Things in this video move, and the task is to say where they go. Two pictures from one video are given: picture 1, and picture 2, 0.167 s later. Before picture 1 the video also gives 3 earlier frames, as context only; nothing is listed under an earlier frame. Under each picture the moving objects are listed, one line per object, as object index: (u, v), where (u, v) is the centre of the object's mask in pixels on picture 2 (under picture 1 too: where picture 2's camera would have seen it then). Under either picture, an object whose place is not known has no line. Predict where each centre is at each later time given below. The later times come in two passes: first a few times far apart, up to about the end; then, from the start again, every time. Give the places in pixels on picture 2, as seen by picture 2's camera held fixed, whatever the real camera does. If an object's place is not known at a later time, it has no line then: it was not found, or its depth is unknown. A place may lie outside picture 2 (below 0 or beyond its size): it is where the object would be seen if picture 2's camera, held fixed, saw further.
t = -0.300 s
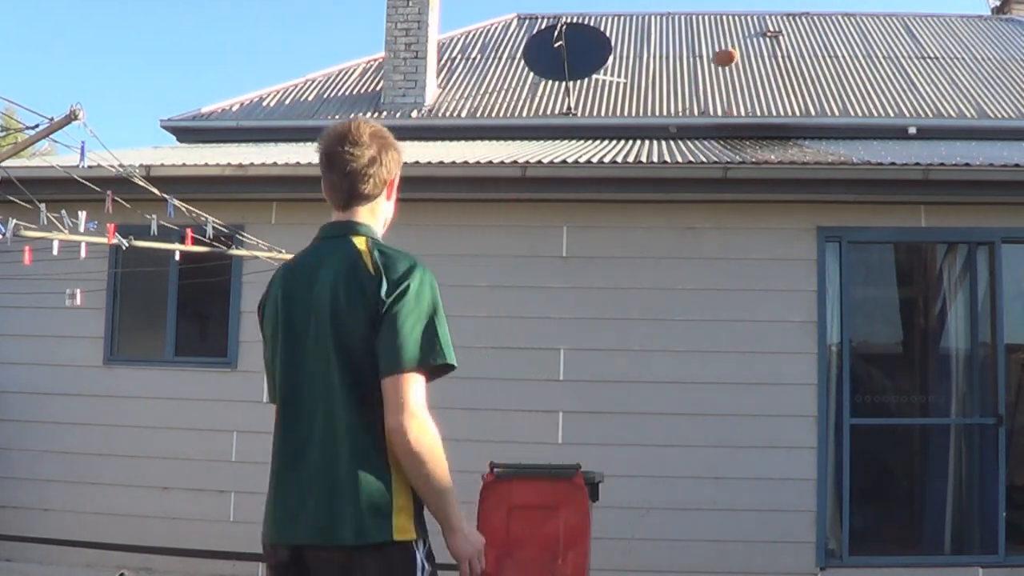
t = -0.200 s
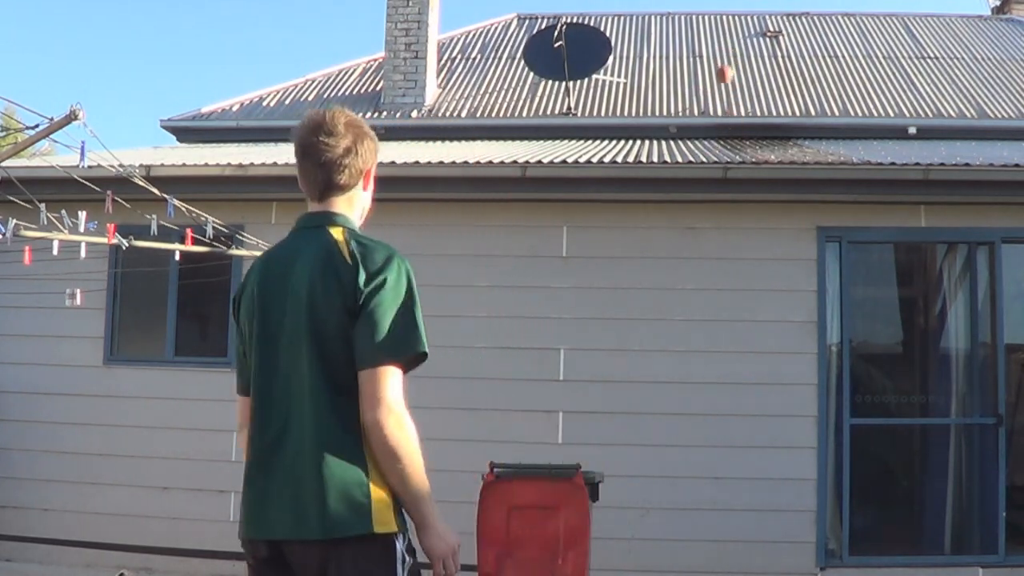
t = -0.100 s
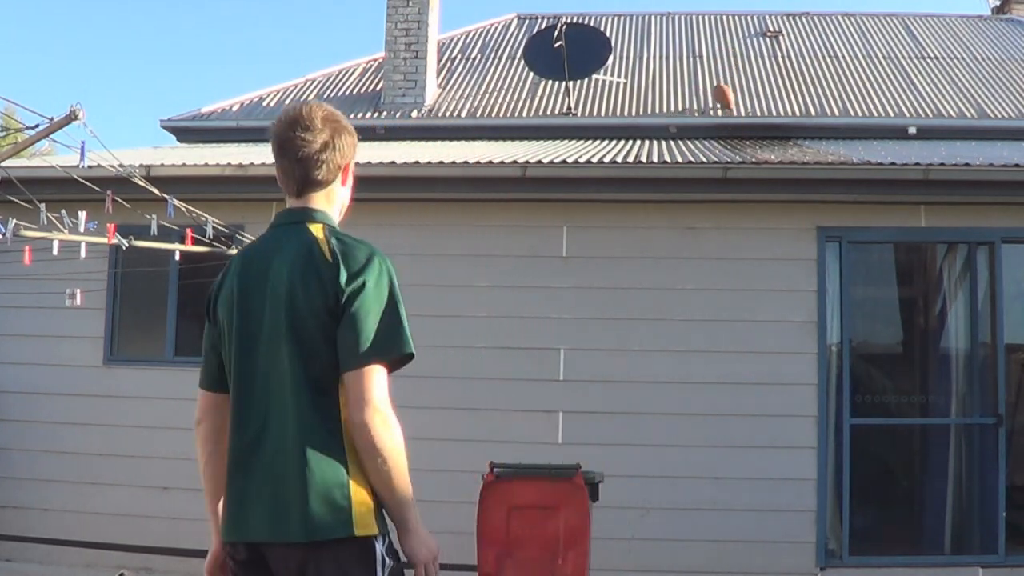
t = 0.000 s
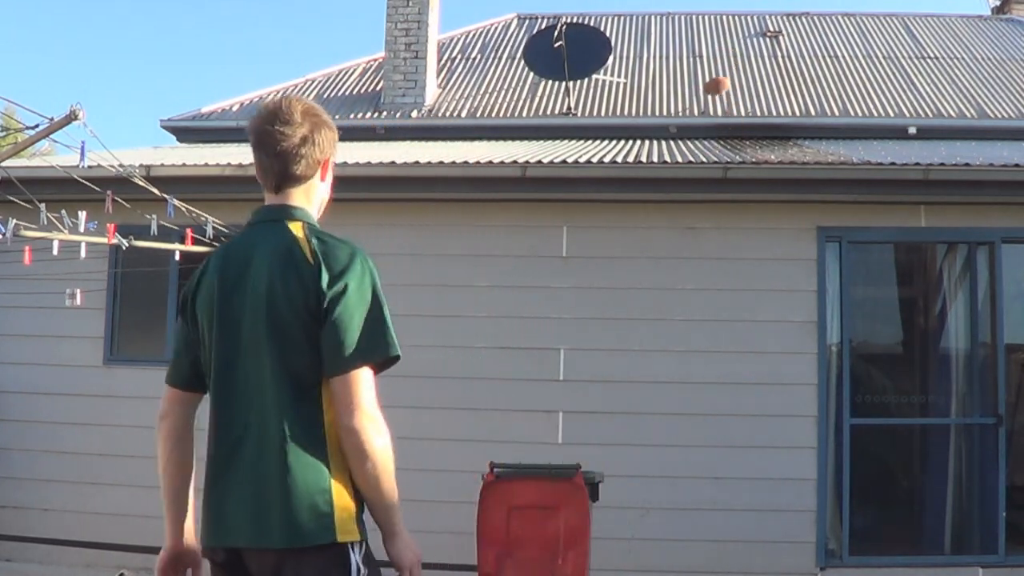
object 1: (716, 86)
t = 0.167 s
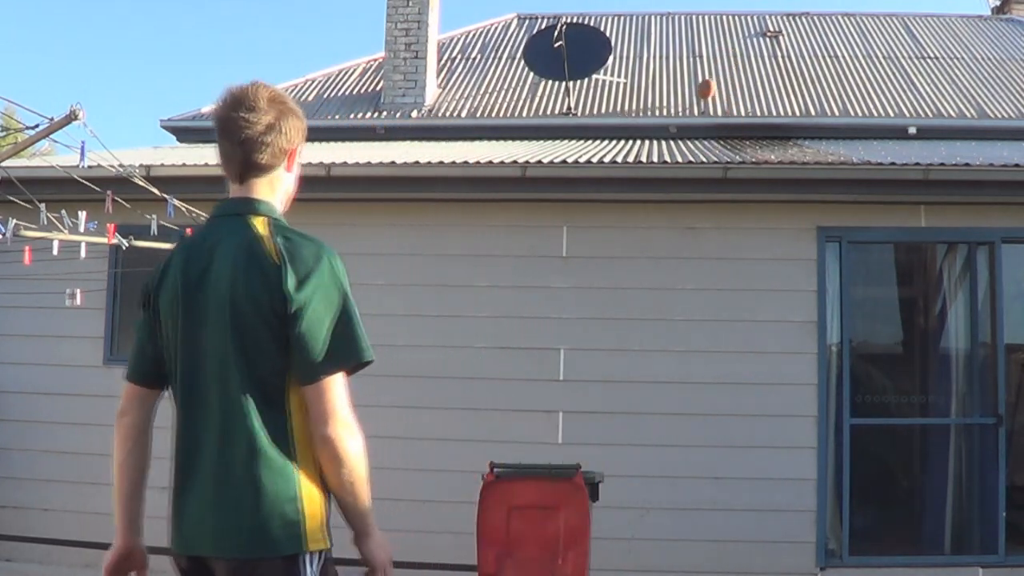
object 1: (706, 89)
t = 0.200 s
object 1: (704, 90)
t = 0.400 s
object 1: (693, 92)
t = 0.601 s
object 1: (678, 93)
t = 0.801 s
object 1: (664, 102)
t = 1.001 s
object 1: (657, 119)
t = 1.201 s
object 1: (667, 109)
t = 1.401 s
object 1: (678, 131)
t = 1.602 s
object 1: (682, 123)
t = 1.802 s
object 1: (686, 126)
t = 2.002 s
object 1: (691, 133)
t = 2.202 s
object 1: (692, 124)
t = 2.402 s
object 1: (696, 125)
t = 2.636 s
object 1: (706, 129)
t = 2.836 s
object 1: (697, 130)
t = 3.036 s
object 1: (691, 136)
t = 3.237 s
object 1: (670, 121)
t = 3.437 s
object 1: (648, 137)
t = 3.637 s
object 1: (625, 134)
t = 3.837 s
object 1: (597, 201)
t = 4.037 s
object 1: (563, 360)
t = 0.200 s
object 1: (704, 90)
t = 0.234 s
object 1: (701, 89)
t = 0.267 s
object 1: (700, 87)
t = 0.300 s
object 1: (698, 87)
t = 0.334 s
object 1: (696, 87)
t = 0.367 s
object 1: (694, 88)
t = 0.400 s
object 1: (693, 92)
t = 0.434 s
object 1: (691, 95)
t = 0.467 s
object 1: (690, 101)
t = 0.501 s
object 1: (687, 103)
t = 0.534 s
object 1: (685, 99)
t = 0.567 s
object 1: (682, 96)
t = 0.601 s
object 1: (678, 93)
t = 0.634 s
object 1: (677, 92)
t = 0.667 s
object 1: (674, 91)
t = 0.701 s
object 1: (672, 93)
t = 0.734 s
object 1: (669, 94)
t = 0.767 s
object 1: (667, 97)
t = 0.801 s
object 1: (664, 102)
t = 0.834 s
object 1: (661, 108)
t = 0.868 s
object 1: (659, 114)
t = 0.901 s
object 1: (657, 122)
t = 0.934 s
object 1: (655, 128)
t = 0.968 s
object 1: (655, 125)
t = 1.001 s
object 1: (657, 119)
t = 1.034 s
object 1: (659, 115)
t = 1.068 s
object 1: (660, 113)
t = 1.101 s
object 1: (662, 109)
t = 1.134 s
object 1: (664, 108)
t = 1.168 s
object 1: (665, 109)
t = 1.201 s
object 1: (667, 109)
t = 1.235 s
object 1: (670, 111)
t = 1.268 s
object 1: (672, 115)
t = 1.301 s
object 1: (674, 120)
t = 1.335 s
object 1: (676, 125)
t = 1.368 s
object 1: (678, 131)
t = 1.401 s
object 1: (678, 131)
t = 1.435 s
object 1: (679, 126)
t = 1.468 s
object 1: (679, 124)
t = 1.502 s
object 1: (680, 122)
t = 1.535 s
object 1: (681, 122)
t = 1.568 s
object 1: (681, 122)
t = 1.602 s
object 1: (682, 123)
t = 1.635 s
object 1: (682, 125)
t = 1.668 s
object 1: (683, 128)
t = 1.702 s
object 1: (684, 132)
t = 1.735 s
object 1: (684, 131)
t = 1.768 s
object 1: (686, 128)
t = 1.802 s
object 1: (686, 126)
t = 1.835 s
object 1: (687, 124)
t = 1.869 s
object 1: (688, 124)
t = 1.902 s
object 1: (689, 124)
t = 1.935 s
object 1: (689, 127)
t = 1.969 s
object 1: (690, 130)
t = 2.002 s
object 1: (691, 133)
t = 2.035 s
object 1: (691, 131)
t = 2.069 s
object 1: (691, 128)
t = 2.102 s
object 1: (692, 125)
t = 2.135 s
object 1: (692, 123)
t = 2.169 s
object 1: (692, 123)
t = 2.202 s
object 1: (692, 124)
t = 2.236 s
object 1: (693, 126)
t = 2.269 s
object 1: (693, 128)
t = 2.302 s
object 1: (693, 132)
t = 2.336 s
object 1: (694, 134)
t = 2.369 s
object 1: (695, 129)
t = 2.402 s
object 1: (696, 125)
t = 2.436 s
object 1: (698, 121)
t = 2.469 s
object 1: (699, 119)
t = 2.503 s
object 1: (700, 119)
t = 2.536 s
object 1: (701, 119)
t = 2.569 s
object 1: (703, 122)
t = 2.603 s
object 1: (705, 124)
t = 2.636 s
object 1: (706, 129)
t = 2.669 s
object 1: (707, 134)
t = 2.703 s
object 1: (705, 133)
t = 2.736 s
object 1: (703, 130)
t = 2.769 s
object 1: (702, 129)
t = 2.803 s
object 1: (699, 129)
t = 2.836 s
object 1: (697, 130)
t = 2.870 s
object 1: (694, 133)
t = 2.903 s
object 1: (693, 133)
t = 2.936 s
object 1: (693, 132)
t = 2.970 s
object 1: (692, 133)
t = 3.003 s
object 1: (692, 134)
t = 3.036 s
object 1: (691, 136)
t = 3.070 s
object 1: (688, 130)
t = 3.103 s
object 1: (684, 126)
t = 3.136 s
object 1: (681, 122)
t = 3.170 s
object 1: (678, 121)
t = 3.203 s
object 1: (674, 120)
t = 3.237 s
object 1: (670, 121)
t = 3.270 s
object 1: (667, 123)
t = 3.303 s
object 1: (663, 127)
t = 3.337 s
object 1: (659, 133)
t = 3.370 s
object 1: (656, 140)
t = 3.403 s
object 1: (652, 143)
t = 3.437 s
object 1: (648, 137)
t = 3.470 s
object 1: (644, 133)
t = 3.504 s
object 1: (641, 130)
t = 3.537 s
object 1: (637, 128)
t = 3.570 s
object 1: (634, 128)
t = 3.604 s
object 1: (629, 130)
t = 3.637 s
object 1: (625, 134)
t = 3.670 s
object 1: (621, 139)
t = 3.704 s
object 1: (616, 147)
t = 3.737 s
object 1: (612, 158)
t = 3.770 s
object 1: (607, 171)
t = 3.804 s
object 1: (603, 183)
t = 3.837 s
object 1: (597, 201)
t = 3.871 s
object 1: (592, 220)
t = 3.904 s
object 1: (587, 239)
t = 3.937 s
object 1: (581, 268)
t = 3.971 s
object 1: (574, 299)
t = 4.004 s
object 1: (570, 320)
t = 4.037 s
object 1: (563, 360)
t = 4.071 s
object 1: (558, 383)
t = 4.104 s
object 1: (550, 430)
